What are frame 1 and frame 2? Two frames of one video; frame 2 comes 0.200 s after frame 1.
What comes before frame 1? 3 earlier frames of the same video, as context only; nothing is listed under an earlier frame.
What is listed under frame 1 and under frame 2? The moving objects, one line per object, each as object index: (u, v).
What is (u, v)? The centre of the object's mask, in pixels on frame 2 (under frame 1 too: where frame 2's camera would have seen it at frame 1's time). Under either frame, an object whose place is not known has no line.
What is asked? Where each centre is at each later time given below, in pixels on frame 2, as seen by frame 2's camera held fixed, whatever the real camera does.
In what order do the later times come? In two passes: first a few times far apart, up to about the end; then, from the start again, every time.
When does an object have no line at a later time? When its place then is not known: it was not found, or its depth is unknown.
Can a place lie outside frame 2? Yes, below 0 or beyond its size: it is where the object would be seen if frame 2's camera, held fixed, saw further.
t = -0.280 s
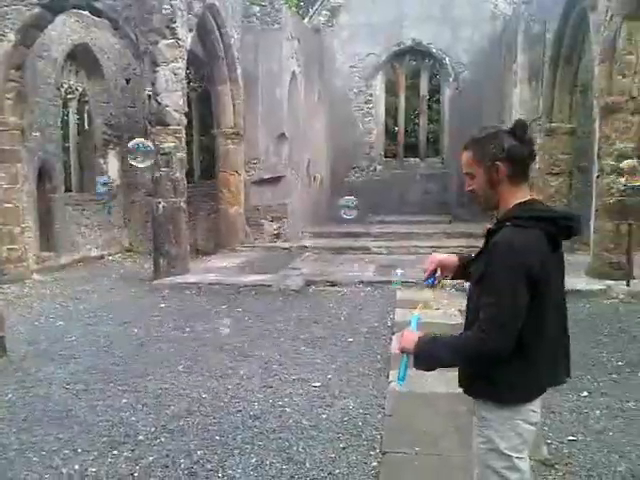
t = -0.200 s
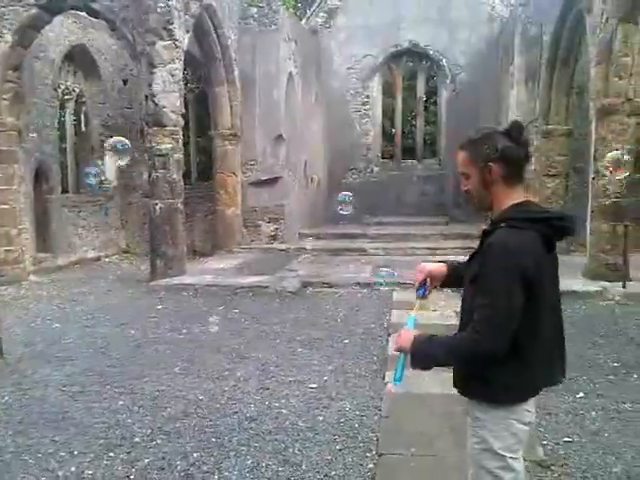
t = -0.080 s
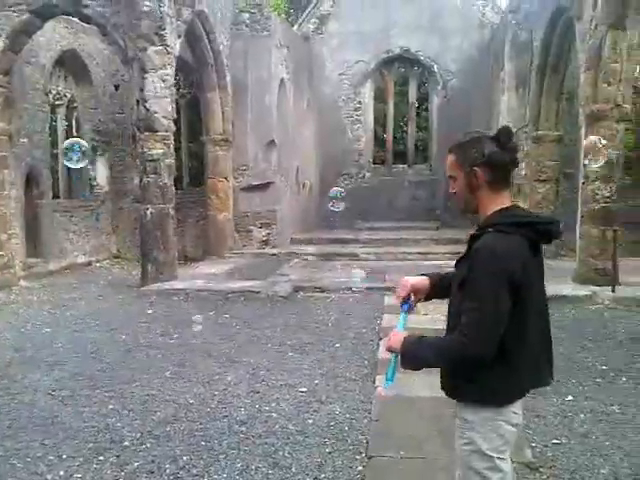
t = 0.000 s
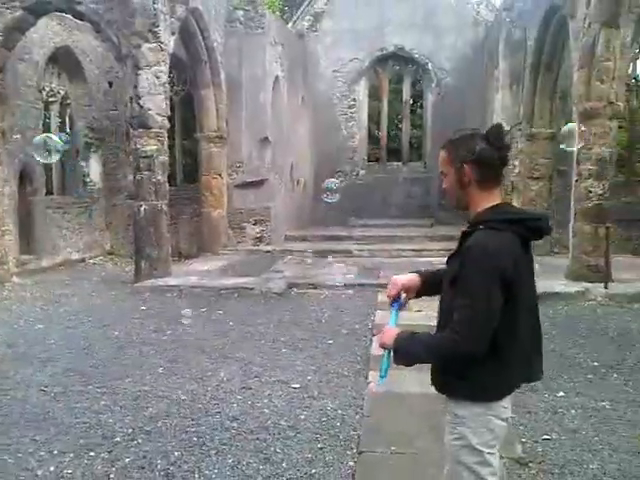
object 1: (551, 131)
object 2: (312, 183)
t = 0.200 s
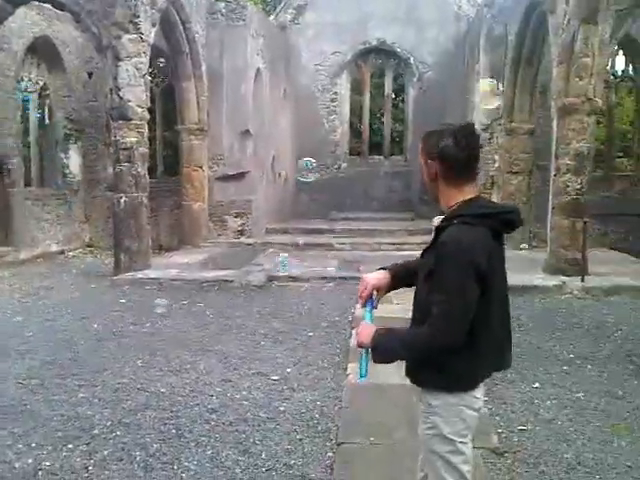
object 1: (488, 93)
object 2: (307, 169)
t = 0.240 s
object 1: (477, 84)
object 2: (304, 167)
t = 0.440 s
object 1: (427, 51)
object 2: (289, 150)
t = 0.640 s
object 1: (405, 53)
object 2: (275, 133)
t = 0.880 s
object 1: (398, 23)
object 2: (258, 114)
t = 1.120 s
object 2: (246, 95)
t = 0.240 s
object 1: (477, 84)
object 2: (304, 167)
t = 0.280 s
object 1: (466, 75)
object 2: (302, 163)
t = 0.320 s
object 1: (455, 67)
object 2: (299, 160)
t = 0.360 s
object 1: (445, 59)
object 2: (297, 157)
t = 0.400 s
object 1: (435, 54)
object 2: (294, 154)
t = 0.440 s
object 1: (427, 51)
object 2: (289, 150)
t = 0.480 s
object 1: (421, 49)
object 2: (286, 147)
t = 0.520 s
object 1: (414, 53)
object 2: (284, 144)
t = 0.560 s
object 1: (410, 53)
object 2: (280, 140)
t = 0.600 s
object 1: (407, 53)
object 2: (278, 137)
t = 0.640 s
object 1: (405, 53)
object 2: (275, 133)
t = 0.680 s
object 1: (402, 49)
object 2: (274, 130)
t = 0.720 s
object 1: (401, 38)
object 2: (270, 126)
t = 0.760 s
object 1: (399, 37)
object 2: (266, 123)
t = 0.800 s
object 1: (397, 30)
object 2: (264, 120)
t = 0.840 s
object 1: (397, 25)
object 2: (260, 117)
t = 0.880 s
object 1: (398, 23)
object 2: (258, 114)
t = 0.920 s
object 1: (402, 25)
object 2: (257, 110)
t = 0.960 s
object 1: (410, 24)
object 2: (255, 108)
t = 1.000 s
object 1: (408, 24)
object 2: (252, 104)
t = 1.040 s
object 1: (418, 27)
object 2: (251, 101)
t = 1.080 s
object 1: (427, 24)
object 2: (248, 98)
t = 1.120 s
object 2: (246, 95)
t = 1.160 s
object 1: (440, 38)
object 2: (241, 93)
